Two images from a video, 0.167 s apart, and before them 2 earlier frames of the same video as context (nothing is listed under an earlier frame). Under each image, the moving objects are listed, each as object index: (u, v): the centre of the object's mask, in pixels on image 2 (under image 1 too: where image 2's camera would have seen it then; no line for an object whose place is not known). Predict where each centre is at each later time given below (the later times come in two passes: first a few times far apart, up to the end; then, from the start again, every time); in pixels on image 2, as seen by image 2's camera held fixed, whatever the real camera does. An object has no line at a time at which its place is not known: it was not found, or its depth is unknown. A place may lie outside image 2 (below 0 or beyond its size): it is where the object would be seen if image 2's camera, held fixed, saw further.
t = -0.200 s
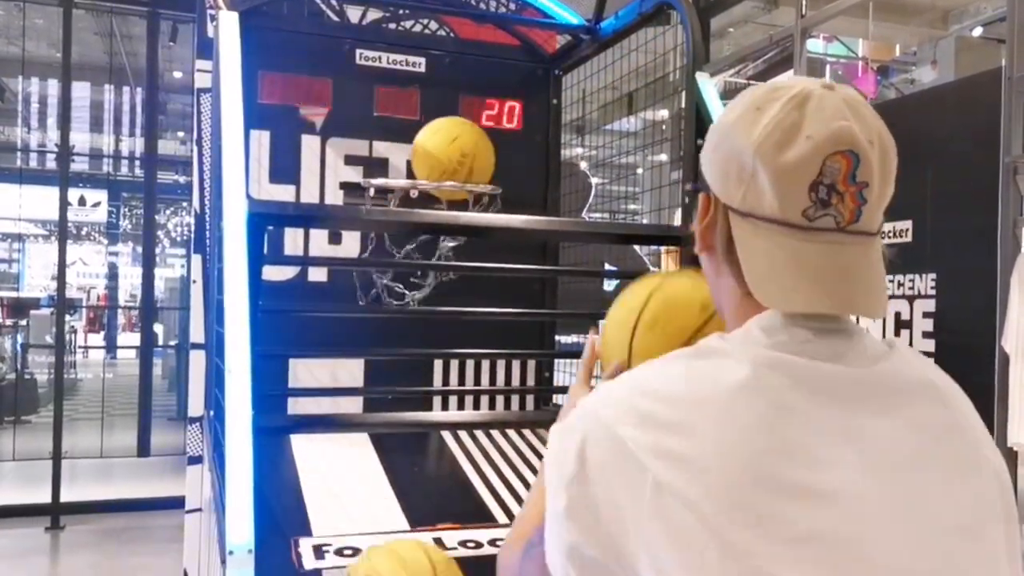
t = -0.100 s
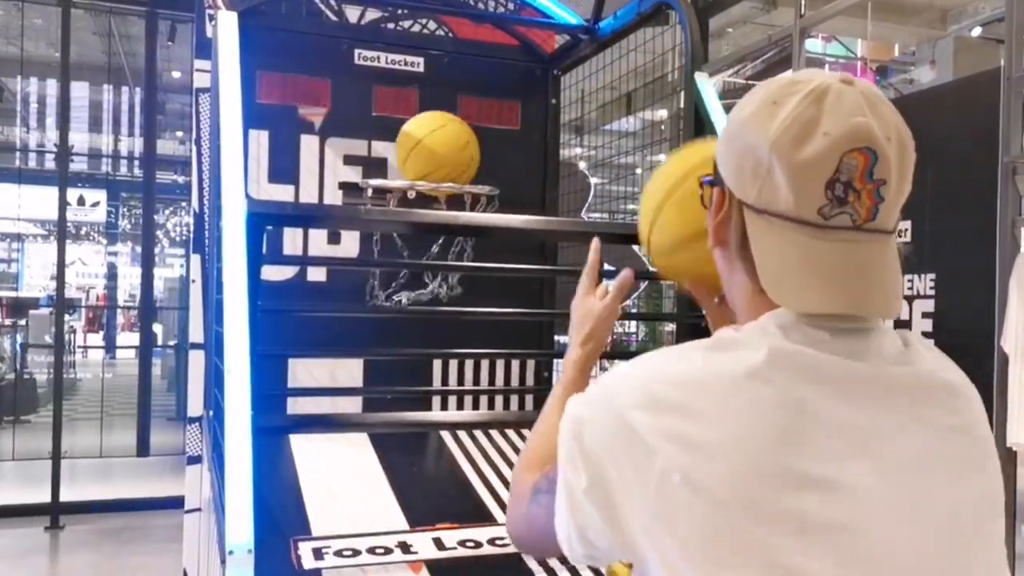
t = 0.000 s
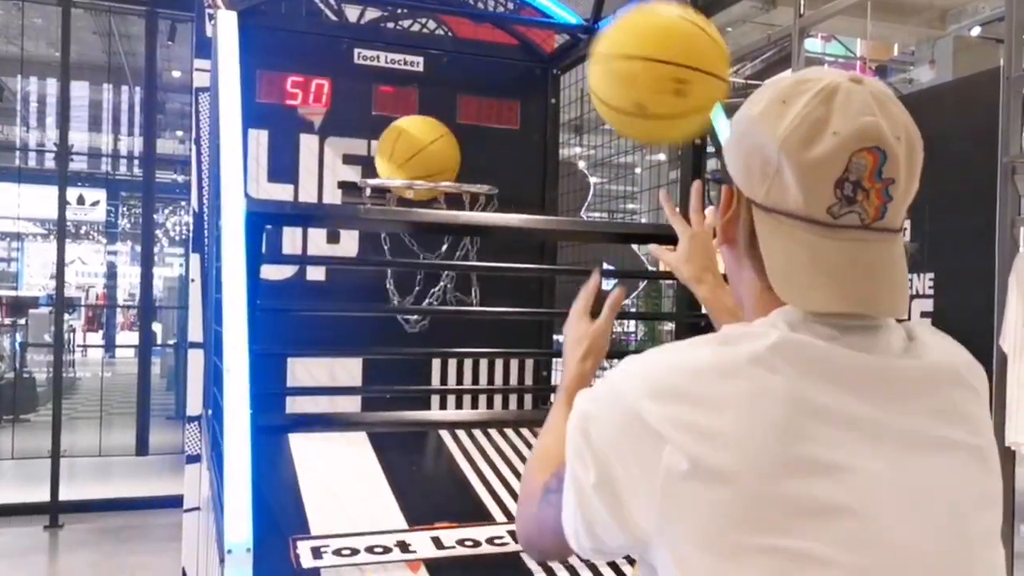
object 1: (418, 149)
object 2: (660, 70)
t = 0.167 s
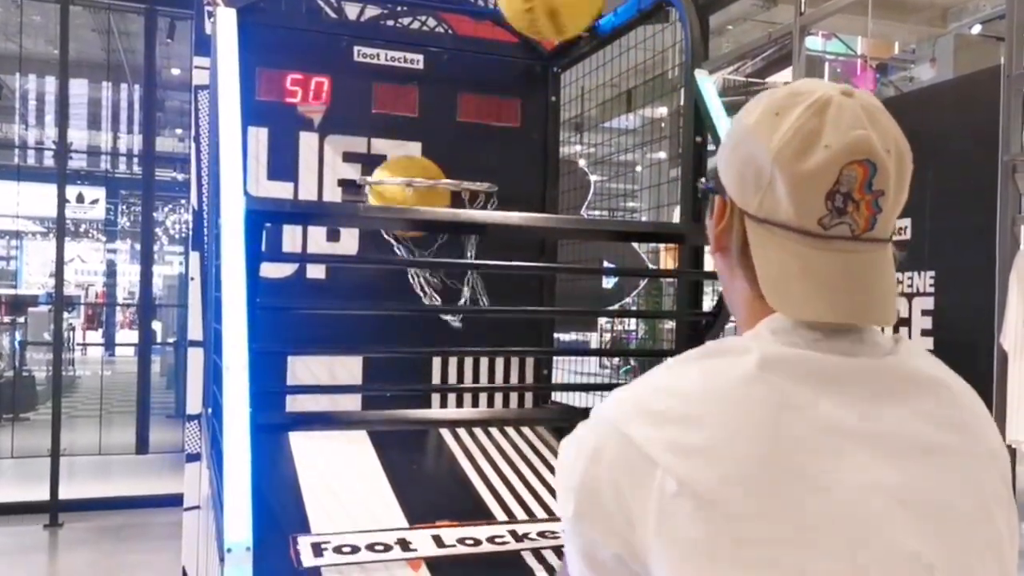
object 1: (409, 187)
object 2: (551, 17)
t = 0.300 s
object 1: (430, 245)
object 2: (488, 33)
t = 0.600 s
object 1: (448, 384)
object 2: (430, 157)
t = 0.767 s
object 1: (470, 347)
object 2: (416, 188)
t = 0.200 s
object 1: (414, 192)
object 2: (534, 17)
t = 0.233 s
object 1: (420, 243)
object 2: (517, 21)
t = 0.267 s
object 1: (425, 244)
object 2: (501, 26)
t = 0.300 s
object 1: (430, 245)
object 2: (488, 33)
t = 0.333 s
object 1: (434, 252)
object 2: (475, 43)
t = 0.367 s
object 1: (436, 256)
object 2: (463, 62)
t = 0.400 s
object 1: (439, 269)
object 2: (452, 88)
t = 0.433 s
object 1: (440, 277)
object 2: (441, 115)
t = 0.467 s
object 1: (442, 300)
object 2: (432, 142)
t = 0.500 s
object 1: (444, 315)
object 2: (427, 162)
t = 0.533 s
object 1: (445, 342)
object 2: (432, 162)
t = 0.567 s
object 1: (447, 357)
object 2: (433, 157)
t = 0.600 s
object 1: (448, 384)
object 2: (430, 157)
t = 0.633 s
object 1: (452, 384)
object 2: (427, 158)
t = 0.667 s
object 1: (456, 375)
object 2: (424, 155)
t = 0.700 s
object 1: (461, 358)
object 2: (421, 169)
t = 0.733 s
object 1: (465, 356)
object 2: (418, 181)
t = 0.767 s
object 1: (470, 347)
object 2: (416, 188)
